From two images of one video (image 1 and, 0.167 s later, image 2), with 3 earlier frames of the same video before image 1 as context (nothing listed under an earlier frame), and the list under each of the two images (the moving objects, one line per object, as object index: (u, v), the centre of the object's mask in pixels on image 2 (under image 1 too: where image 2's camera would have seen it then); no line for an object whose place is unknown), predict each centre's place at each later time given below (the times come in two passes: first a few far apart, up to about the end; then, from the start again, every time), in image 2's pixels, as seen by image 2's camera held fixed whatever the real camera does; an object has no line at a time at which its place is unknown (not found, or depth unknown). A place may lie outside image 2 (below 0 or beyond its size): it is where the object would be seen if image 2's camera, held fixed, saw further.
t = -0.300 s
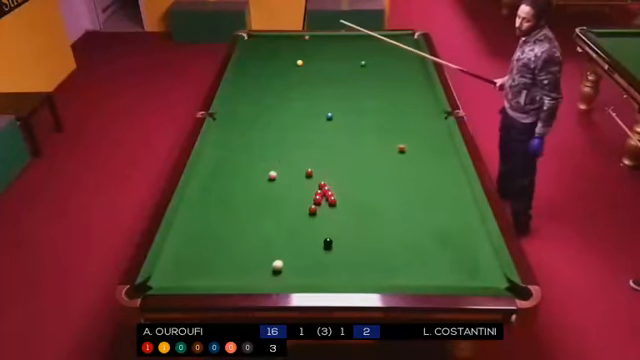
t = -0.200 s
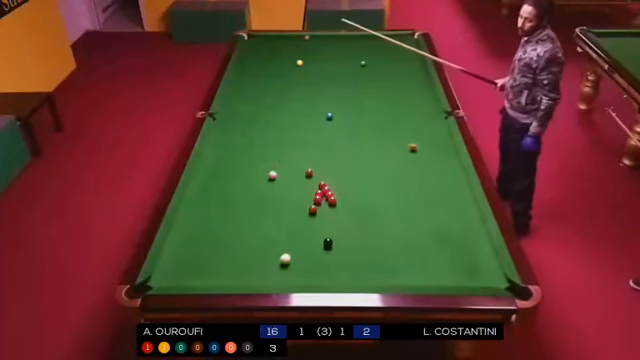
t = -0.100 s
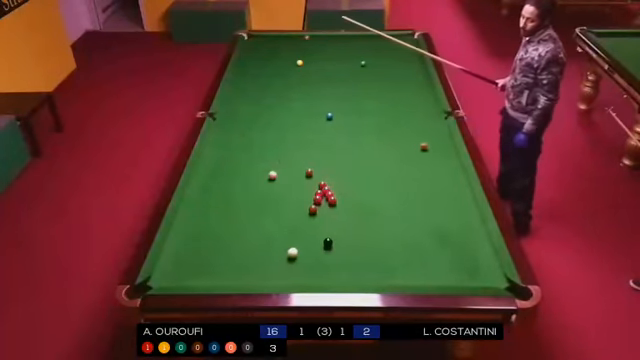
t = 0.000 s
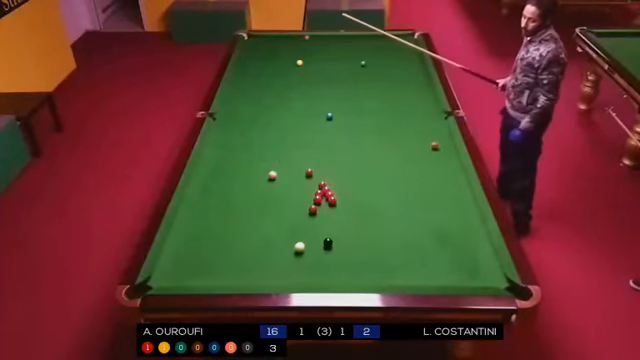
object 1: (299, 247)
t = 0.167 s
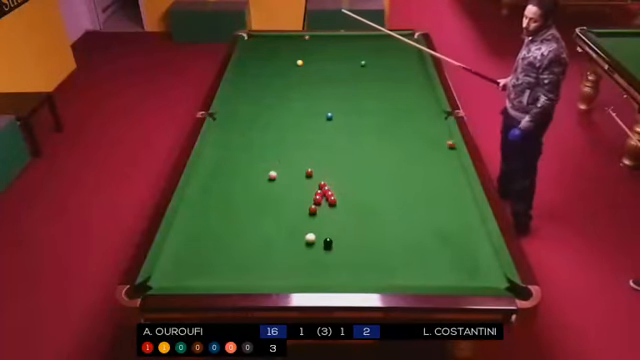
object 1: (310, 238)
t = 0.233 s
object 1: (314, 235)
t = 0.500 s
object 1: (330, 223)
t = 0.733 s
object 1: (342, 213)
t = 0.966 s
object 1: (353, 205)
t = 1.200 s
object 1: (364, 197)
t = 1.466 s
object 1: (374, 190)
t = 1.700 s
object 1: (383, 183)
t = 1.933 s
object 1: (390, 178)
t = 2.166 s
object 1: (397, 174)
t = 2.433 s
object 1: (404, 169)
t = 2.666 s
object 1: (410, 165)
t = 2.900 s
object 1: (415, 162)
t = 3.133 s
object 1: (420, 159)
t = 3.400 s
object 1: (425, 156)
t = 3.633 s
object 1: (428, 154)
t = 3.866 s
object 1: (431, 152)
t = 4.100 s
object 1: (434, 151)
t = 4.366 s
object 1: (436, 150)
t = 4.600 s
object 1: (438, 150)
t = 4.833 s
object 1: (438, 150)
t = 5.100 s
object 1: (438, 149)
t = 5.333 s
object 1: (438, 149)
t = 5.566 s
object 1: (438, 149)
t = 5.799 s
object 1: (439, 149)
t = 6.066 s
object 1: (439, 149)
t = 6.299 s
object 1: (438, 149)
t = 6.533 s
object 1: (438, 149)
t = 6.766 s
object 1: (438, 149)
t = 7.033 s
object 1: (438, 149)
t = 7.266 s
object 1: (438, 150)
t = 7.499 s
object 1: (438, 149)
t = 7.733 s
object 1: (438, 149)
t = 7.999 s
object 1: (438, 149)
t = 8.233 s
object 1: (438, 149)
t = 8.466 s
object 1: (438, 149)
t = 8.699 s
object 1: (439, 149)
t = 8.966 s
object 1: (439, 149)
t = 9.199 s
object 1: (439, 149)
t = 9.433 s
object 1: (439, 149)
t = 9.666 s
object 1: (439, 149)
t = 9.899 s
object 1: (439, 149)
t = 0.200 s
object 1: (312, 237)
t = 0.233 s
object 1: (314, 235)
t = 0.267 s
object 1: (316, 233)
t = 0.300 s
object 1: (318, 232)
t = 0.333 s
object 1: (320, 230)
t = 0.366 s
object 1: (322, 229)
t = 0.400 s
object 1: (324, 227)
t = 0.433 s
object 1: (326, 225)
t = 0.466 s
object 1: (328, 224)
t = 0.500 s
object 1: (330, 223)
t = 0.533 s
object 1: (331, 221)
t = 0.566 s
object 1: (333, 220)
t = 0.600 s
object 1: (335, 218)
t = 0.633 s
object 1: (337, 217)
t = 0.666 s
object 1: (338, 216)
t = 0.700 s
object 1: (341, 214)
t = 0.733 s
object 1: (342, 213)
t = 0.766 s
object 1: (344, 212)
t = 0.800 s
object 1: (346, 211)
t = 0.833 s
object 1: (347, 209)
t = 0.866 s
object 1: (349, 208)
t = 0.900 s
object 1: (350, 207)
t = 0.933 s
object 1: (352, 206)
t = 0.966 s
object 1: (353, 205)
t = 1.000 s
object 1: (355, 204)
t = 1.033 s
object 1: (357, 203)
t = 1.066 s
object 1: (358, 201)
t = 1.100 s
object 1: (360, 200)
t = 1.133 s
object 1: (361, 199)
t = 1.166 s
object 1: (362, 198)
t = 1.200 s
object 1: (364, 197)
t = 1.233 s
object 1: (365, 196)
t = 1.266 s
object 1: (366, 195)
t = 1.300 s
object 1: (368, 194)
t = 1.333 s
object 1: (369, 193)
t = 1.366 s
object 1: (370, 192)
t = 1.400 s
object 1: (372, 191)
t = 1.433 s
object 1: (373, 190)
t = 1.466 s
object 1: (374, 190)
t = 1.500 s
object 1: (376, 189)
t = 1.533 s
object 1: (377, 188)
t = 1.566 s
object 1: (378, 187)
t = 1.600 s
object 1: (379, 186)
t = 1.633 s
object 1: (380, 185)
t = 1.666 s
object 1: (382, 184)
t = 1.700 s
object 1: (383, 183)
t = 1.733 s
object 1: (384, 183)
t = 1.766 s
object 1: (385, 182)
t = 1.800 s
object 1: (386, 181)
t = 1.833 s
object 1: (387, 180)
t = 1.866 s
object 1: (388, 180)
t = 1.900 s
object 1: (389, 179)
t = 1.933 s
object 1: (390, 178)
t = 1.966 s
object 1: (391, 178)
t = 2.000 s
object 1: (392, 177)
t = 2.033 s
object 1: (393, 176)
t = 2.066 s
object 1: (394, 175)
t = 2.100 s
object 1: (395, 175)
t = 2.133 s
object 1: (396, 174)
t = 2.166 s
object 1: (397, 174)
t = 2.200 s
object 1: (398, 173)
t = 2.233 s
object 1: (399, 172)
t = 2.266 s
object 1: (400, 172)
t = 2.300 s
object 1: (401, 171)
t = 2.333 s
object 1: (402, 170)
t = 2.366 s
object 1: (403, 170)
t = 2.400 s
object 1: (404, 169)
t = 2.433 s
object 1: (404, 169)
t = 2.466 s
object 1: (405, 168)
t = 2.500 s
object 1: (406, 167)
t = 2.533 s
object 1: (407, 167)
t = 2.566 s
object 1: (408, 166)
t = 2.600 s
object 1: (408, 166)
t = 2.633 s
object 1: (409, 165)
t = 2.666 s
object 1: (410, 165)
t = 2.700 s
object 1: (411, 164)
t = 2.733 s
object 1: (412, 164)
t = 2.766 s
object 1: (412, 164)
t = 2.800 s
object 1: (413, 163)
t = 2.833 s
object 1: (414, 162)
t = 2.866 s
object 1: (414, 162)
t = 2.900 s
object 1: (415, 162)
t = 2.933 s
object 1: (416, 161)
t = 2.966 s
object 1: (417, 161)
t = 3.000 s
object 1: (417, 160)
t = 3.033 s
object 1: (418, 160)
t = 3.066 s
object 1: (419, 160)
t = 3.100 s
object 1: (419, 159)
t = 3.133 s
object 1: (420, 159)
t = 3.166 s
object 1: (420, 158)
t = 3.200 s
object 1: (421, 158)
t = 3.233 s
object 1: (422, 158)
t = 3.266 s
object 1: (422, 157)
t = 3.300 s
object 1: (423, 157)
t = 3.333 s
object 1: (423, 157)
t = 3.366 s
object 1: (424, 156)
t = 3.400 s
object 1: (425, 156)
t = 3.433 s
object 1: (425, 156)
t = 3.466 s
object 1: (426, 155)
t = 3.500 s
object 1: (426, 155)
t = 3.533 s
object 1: (426, 155)
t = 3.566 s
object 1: (427, 155)
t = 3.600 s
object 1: (427, 154)
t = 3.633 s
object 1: (428, 154)
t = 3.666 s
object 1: (428, 154)
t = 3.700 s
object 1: (429, 154)
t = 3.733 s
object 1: (429, 153)
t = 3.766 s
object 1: (430, 153)
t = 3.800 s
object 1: (430, 153)
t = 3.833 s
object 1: (431, 153)
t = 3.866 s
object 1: (431, 152)
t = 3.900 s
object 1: (431, 152)
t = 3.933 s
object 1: (432, 152)
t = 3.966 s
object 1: (432, 152)
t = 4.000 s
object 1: (433, 152)
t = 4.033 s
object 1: (433, 152)
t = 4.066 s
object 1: (433, 151)
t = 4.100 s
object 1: (434, 151)
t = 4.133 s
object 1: (434, 151)
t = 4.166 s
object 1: (434, 151)
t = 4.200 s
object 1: (435, 151)
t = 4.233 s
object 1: (435, 151)
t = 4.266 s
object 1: (435, 151)
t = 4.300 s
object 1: (436, 150)
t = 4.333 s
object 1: (436, 150)
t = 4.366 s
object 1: (436, 150)
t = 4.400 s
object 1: (436, 150)
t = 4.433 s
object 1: (436, 150)
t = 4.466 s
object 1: (437, 150)
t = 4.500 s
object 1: (437, 150)
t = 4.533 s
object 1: (437, 150)
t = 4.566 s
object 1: (437, 150)
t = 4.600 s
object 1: (438, 150)
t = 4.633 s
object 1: (438, 150)
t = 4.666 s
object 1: (438, 150)
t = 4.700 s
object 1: (438, 150)
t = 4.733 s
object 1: (438, 150)
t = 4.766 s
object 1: (438, 150)
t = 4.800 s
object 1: (438, 150)
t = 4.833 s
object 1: (438, 150)
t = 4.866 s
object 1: (438, 150)
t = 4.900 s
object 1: (438, 150)
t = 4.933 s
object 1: (438, 150)
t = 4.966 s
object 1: (438, 150)
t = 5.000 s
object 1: (438, 150)
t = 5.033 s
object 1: (438, 150)
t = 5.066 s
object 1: (438, 149)
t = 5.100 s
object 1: (438, 149)
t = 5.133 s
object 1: (438, 149)
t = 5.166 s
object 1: (438, 149)
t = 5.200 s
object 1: (438, 149)
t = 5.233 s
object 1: (438, 149)
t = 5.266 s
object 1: (438, 149)
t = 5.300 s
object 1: (438, 149)
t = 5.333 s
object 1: (438, 149)
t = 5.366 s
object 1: (438, 149)
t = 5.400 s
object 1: (438, 149)
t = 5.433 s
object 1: (438, 149)
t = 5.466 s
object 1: (438, 149)
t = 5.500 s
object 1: (438, 149)
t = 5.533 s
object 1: (438, 149)
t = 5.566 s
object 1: (438, 149)
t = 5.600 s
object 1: (438, 149)
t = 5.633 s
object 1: (438, 149)
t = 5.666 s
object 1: (439, 149)
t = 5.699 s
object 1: (439, 149)
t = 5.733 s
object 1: (439, 149)
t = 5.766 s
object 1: (439, 149)
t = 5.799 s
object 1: (439, 149)
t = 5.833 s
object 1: (439, 149)
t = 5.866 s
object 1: (439, 149)
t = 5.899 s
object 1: (439, 149)
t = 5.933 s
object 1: (439, 149)
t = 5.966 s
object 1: (439, 149)
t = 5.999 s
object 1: (439, 149)
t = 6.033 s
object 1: (439, 149)
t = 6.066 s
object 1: (439, 149)
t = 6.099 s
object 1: (439, 149)
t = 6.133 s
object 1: (439, 149)
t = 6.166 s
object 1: (439, 149)
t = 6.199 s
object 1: (438, 149)
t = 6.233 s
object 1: (439, 149)
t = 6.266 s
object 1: (438, 149)
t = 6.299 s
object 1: (438, 149)
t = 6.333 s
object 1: (438, 149)
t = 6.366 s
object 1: (438, 149)
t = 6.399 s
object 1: (438, 149)
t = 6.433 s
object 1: (438, 149)
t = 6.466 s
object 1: (438, 149)
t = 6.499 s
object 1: (438, 149)
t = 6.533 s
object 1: (438, 149)
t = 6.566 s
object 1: (438, 149)
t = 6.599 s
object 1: (438, 149)
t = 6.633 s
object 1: (438, 149)
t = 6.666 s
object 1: (438, 149)
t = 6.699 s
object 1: (438, 149)
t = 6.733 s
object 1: (438, 149)
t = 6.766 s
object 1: (438, 149)
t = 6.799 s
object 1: (438, 149)
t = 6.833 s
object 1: (438, 149)
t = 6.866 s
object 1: (438, 149)
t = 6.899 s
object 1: (438, 149)
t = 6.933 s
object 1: (438, 149)
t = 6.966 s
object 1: (438, 149)
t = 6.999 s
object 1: (438, 149)
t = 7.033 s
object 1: (438, 149)
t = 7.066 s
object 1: (438, 149)
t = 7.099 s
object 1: (438, 149)
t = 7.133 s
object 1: (438, 149)
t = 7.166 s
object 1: (438, 149)
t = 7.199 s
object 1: (438, 149)
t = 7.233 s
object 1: (438, 149)
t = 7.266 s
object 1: (438, 150)
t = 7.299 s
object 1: (438, 149)
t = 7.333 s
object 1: (438, 149)
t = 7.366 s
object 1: (438, 149)
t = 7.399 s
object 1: (438, 149)
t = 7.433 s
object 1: (438, 149)
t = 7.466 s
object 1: (438, 149)
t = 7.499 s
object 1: (438, 149)
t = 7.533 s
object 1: (438, 149)
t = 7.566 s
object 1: (438, 149)
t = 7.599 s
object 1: (438, 149)
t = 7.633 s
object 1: (438, 149)
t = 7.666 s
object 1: (438, 149)
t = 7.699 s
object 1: (438, 149)
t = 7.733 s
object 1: (438, 149)
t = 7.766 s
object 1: (438, 149)
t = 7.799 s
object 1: (438, 149)
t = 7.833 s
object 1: (438, 149)
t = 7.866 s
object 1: (438, 149)
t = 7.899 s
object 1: (438, 149)
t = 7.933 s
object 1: (438, 149)
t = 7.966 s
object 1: (438, 149)
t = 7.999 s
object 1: (438, 149)
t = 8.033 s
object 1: (438, 149)
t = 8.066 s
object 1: (438, 149)
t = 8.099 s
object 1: (438, 149)
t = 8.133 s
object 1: (438, 149)
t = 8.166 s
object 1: (438, 149)
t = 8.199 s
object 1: (438, 149)
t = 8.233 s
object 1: (438, 149)
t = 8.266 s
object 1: (438, 149)
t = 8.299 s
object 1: (438, 149)
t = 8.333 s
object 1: (438, 149)
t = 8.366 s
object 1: (438, 149)
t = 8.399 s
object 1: (438, 149)
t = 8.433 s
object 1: (438, 149)
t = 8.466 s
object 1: (438, 149)
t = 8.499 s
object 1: (438, 149)
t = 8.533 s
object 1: (438, 149)
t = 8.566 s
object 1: (438, 149)
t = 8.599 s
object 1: (439, 150)
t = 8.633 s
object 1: (439, 149)
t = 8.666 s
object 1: (439, 150)
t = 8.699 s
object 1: (439, 149)
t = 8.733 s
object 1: (439, 149)
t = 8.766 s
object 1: (439, 149)
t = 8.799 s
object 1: (439, 149)
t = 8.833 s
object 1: (439, 149)
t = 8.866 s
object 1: (439, 149)
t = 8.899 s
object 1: (439, 149)
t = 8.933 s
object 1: (438, 149)
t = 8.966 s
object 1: (439, 149)
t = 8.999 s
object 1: (438, 149)
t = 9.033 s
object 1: (438, 149)
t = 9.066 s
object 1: (438, 149)
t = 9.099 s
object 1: (439, 149)
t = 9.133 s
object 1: (439, 149)
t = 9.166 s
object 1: (439, 149)
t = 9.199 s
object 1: (439, 149)
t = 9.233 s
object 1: (439, 149)
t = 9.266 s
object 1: (439, 149)
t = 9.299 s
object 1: (439, 149)
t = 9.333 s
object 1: (438, 149)
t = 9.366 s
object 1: (439, 149)
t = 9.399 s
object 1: (439, 149)
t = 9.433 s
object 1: (439, 149)
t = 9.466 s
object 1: (439, 149)
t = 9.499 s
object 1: (439, 149)
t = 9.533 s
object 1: (439, 149)
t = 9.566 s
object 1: (439, 149)
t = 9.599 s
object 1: (439, 149)
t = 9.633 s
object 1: (439, 149)
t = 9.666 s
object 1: (439, 149)
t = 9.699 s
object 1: (439, 149)
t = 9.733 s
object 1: (439, 149)
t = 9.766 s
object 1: (439, 149)
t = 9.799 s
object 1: (439, 149)
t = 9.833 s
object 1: (439, 149)
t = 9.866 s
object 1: (439, 149)
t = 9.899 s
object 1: (439, 149)
